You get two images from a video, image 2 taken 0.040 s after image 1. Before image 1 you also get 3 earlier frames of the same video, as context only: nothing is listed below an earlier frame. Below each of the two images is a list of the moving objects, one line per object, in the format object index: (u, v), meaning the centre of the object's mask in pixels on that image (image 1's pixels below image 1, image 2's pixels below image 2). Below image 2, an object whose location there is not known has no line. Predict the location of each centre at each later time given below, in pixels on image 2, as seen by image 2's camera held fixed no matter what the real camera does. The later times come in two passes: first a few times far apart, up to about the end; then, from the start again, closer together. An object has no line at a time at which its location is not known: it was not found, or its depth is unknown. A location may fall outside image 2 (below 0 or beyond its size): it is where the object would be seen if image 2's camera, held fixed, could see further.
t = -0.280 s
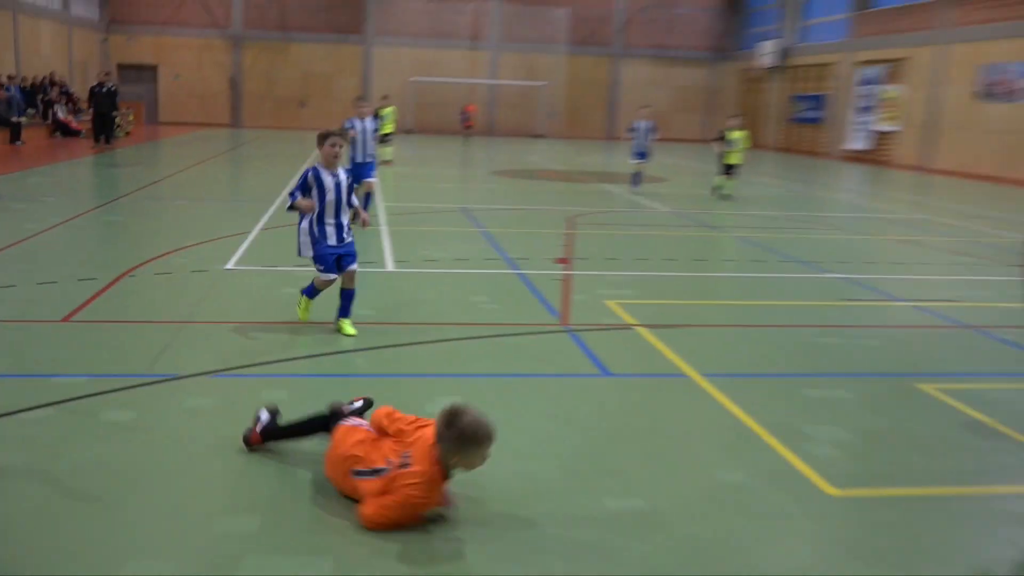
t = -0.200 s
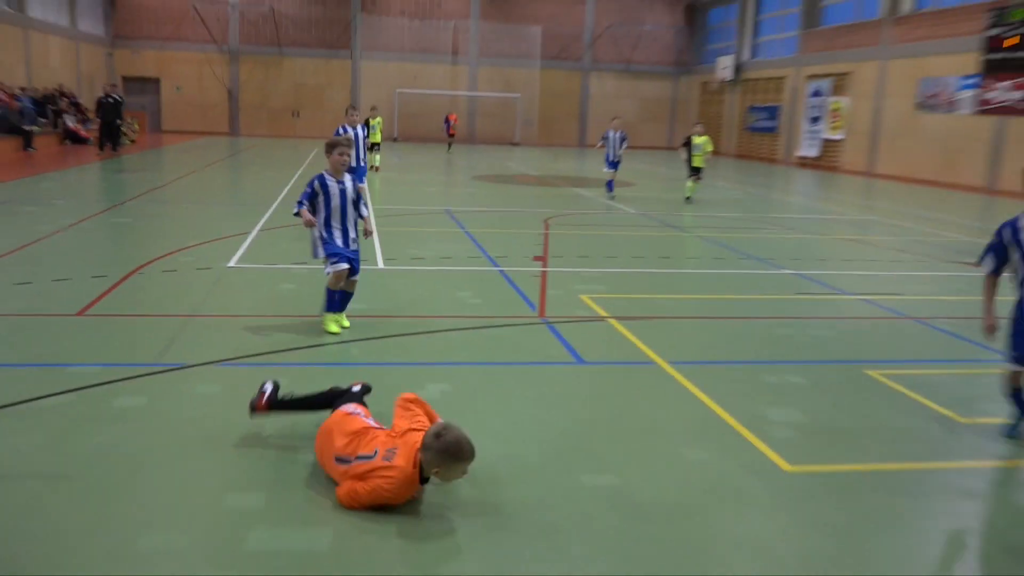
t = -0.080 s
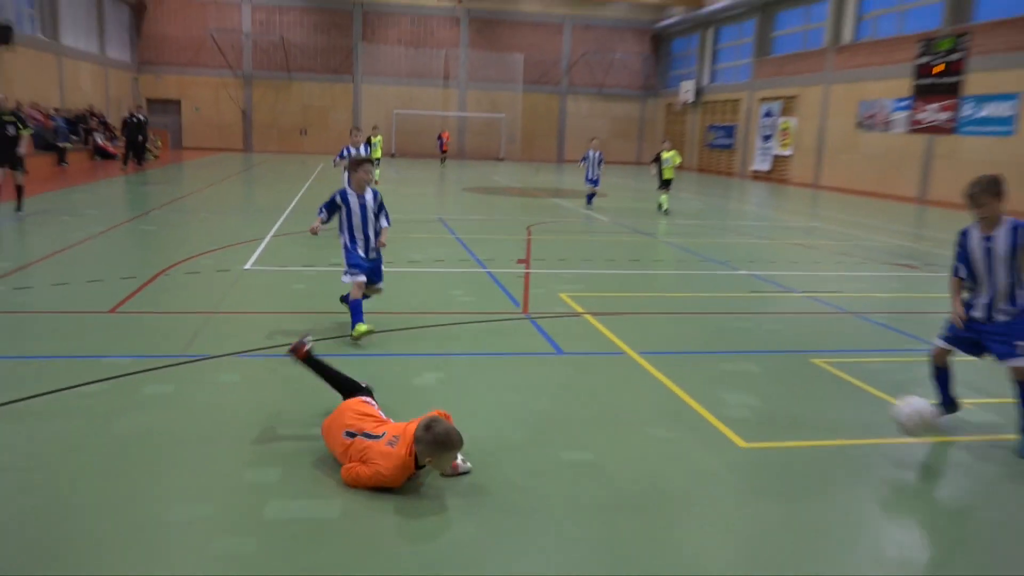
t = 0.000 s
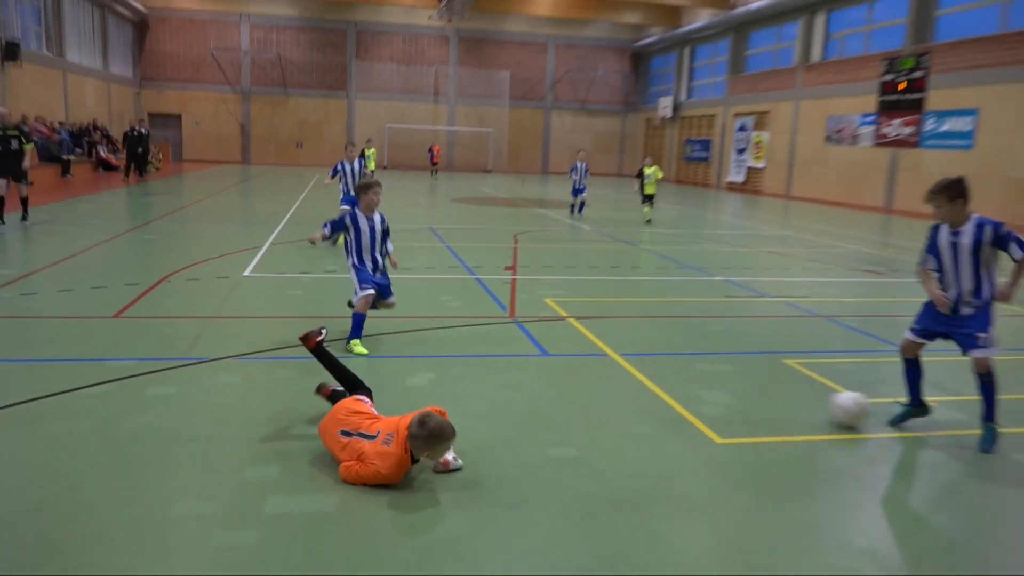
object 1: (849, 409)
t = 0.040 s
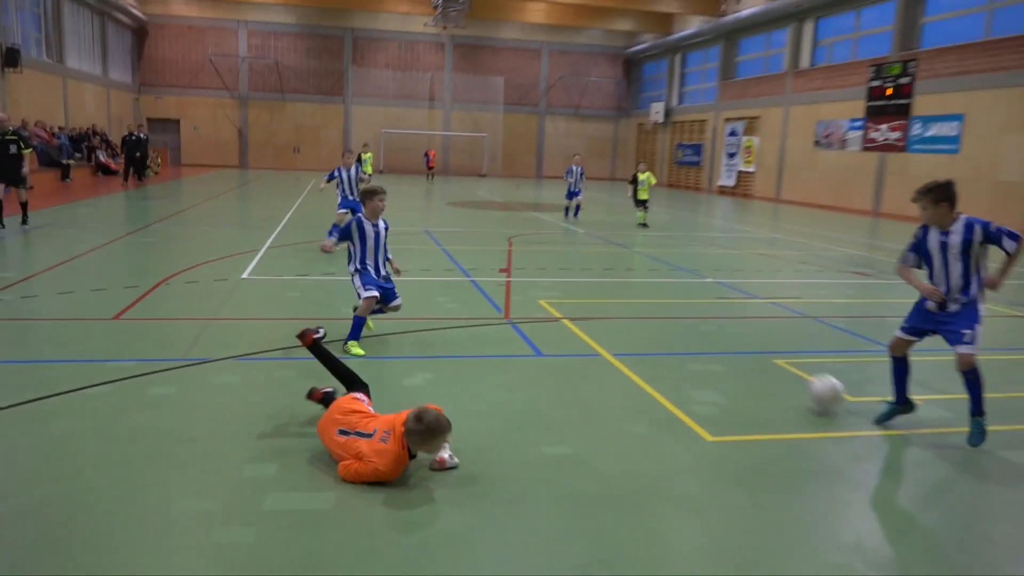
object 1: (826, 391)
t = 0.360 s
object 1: (765, 334)
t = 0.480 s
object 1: (748, 318)
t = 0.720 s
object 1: (722, 293)
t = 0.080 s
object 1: (818, 381)
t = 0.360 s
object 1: (765, 334)
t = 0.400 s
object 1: (759, 328)
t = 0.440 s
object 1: (753, 322)
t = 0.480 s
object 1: (748, 318)
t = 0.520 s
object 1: (743, 312)
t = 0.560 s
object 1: (738, 304)
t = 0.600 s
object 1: (734, 301)
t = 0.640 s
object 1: (730, 299)
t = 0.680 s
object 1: (726, 297)
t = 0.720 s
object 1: (722, 293)
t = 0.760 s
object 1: (720, 289)
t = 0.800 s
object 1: (716, 286)
